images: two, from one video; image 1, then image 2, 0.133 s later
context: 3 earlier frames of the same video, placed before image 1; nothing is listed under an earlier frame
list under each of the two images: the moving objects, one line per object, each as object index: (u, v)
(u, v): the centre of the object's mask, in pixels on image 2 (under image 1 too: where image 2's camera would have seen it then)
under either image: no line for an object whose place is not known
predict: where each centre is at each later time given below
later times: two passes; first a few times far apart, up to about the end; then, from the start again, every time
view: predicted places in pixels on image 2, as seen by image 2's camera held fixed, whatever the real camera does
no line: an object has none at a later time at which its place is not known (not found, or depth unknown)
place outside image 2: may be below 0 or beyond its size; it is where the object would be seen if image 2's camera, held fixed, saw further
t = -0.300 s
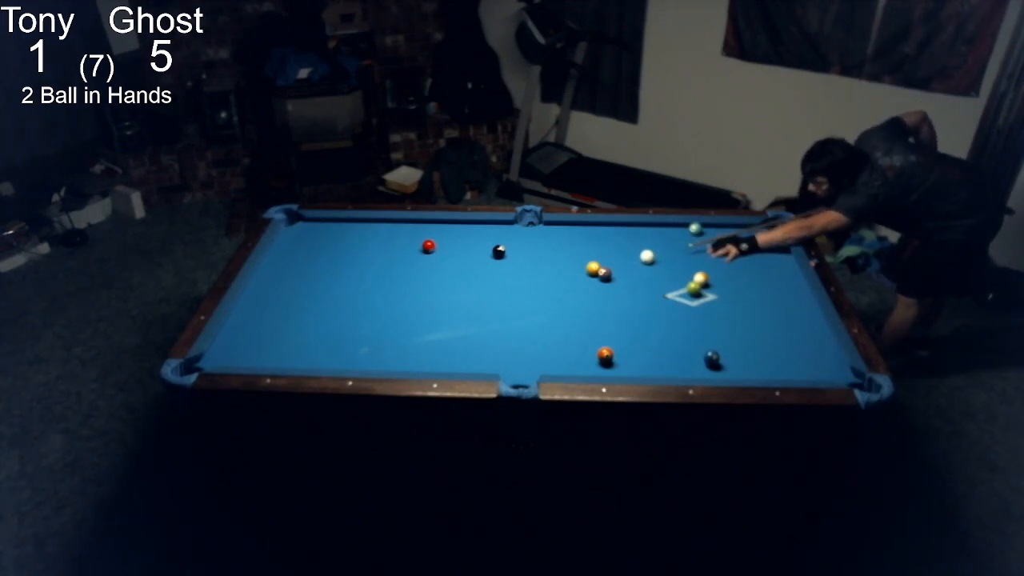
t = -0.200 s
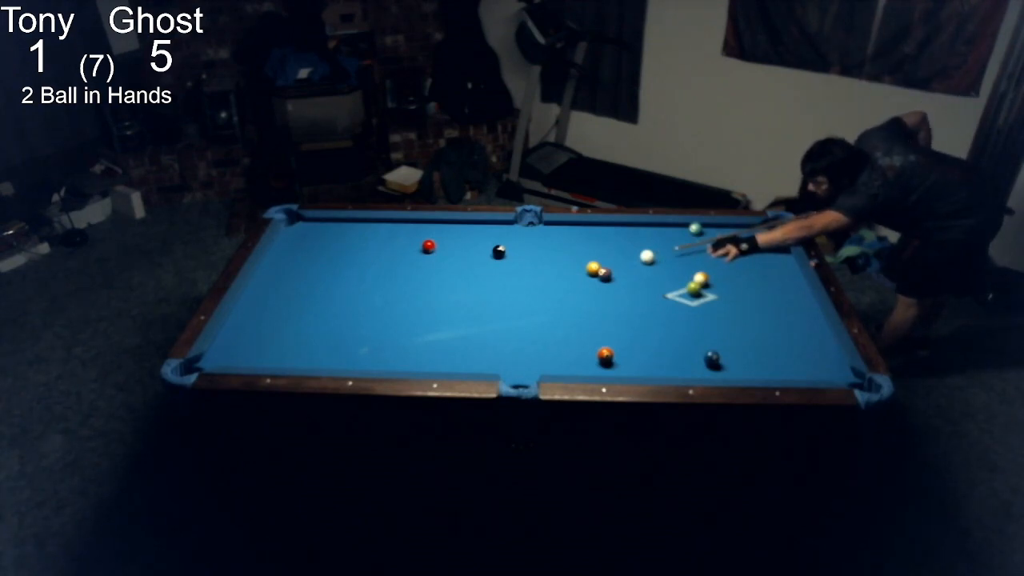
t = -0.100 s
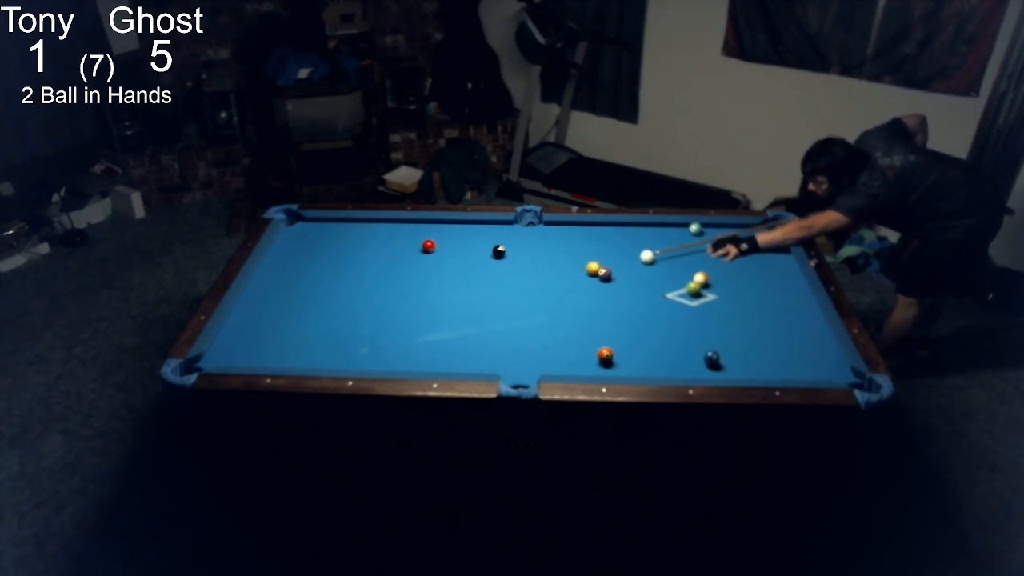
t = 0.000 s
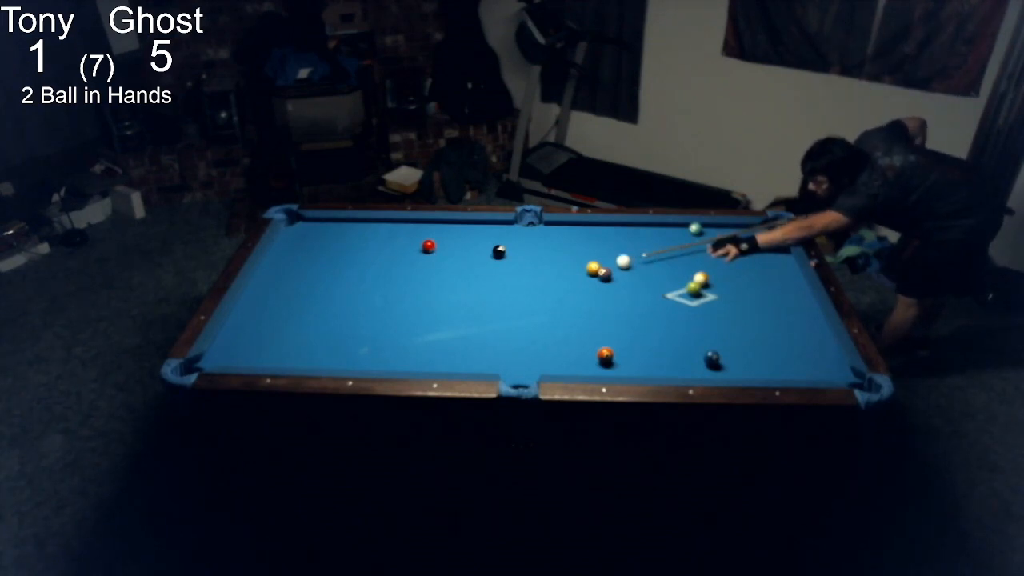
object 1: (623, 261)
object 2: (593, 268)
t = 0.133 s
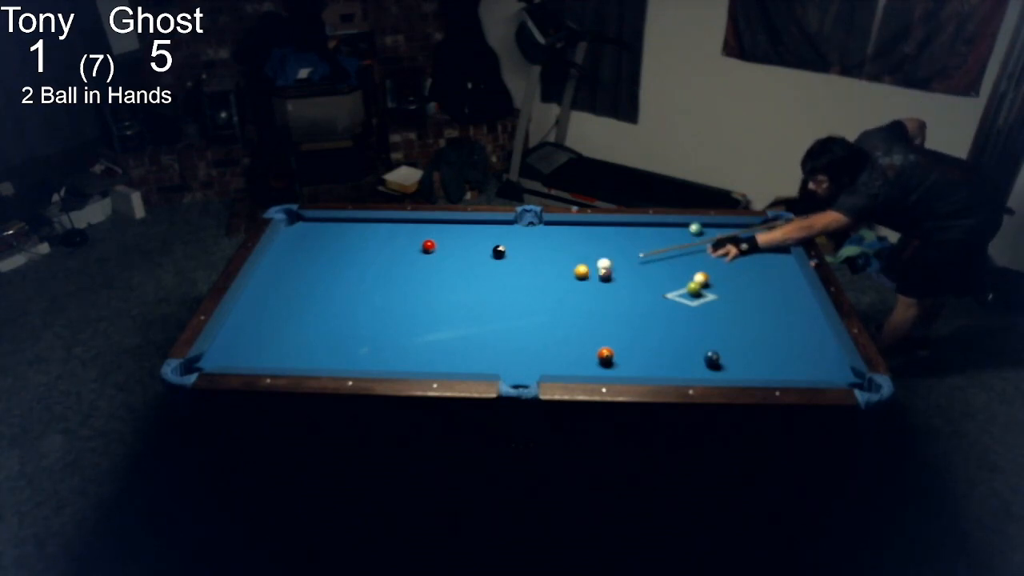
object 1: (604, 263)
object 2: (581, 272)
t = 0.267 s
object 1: (595, 265)
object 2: (560, 277)
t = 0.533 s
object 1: (581, 267)
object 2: (521, 288)
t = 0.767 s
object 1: (569, 268)
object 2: (486, 297)
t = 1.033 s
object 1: (556, 269)
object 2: (447, 307)
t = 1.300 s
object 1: (545, 270)
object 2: (407, 317)
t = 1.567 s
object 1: (535, 271)
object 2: (369, 327)
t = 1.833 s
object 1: (527, 271)
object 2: (330, 338)
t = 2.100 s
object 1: (520, 272)
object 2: (293, 347)
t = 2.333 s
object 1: (515, 272)
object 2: (261, 355)
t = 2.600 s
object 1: (511, 273)
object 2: (228, 360)
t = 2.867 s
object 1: (509, 273)
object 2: (211, 357)
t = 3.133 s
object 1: (508, 273)
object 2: (212, 359)
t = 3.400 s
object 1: (508, 273)
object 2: (216, 361)
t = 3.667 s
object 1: (508, 273)
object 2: (217, 361)
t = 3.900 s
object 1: (508, 273)
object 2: (217, 361)
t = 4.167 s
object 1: (508, 273)
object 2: (217, 361)
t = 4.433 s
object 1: (508, 273)
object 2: (217, 361)
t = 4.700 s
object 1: (508, 273)
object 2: (217, 361)
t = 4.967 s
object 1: (508, 273)
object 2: (217, 361)
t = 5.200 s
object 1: (508, 273)
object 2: (217, 361)
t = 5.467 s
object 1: (508, 273)
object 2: (217, 361)
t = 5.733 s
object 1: (508, 273)
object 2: (217, 361)
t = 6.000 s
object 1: (508, 273)
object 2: (217, 361)
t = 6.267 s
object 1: (508, 273)
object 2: (217, 361)
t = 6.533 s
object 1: (508, 273)
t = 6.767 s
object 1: (508, 273)
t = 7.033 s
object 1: (508, 273)
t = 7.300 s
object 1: (508, 273)
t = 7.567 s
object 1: (508, 273)
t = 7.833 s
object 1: (508, 273)
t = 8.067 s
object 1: (508, 273)
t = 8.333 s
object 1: (508, 273)
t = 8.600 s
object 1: (508, 273)
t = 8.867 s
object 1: (508, 273)
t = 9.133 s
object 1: (508, 273)
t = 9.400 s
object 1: (508, 273)
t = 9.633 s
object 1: (508, 273)
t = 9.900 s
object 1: (508, 273)
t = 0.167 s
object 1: (602, 263)
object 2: (575, 273)
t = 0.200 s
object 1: (599, 264)
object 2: (570, 275)
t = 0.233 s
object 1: (597, 265)
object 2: (565, 276)
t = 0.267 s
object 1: (595, 265)
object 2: (560, 277)
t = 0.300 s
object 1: (593, 266)
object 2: (555, 279)
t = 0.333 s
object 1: (592, 266)
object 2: (550, 280)
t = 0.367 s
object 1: (590, 266)
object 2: (545, 281)
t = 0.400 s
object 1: (588, 266)
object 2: (541, 283)
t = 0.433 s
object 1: (586, 266)
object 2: (535, 284)
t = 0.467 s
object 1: (585, 267)
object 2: (530, 285)
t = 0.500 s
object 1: (583, 267)
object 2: (525, 287)
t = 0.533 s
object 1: (581, 267)
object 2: (521, 288)
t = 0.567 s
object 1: (579, 267)
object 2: (515, 289)
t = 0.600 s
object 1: (577, 267)
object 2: (510, 290)
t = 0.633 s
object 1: (576, 267)
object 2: (506, 292)
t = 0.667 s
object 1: (574, 267)
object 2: (501, 293)
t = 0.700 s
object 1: (572, 268)
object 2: (496, 294)
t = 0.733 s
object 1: (570, 268)
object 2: (491, 296)
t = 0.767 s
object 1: (569, 268)
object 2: (486, 297)
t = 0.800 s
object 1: (567, 268)
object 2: (481, 298)
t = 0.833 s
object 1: (566, 268)
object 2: (476, 299)
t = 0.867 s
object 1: (564, 268)
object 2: (471, 300)
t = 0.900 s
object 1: (562, 268)
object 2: (466, 302)
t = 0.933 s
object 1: (561, 268)
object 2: (461, 303)
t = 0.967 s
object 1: (559, 269)
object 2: (456, 304)
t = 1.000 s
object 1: (558, 269)
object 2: (452, 305)
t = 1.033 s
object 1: (556, 269)
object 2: (447, 307)
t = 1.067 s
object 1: (555, 269)
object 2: (442, 308)
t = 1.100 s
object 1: (553, 269)
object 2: (437, 310)
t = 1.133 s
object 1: (552, 269)
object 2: (432, 311)
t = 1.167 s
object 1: (550, 269)
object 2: (427, 312)
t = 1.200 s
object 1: (549, 269)
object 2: (422, 313)
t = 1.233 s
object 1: (548, 269)
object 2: (417, 315)
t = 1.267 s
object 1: (546, 270)
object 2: (412, 316)
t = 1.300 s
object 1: (545, 270)
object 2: (407, 317)
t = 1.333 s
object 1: (544, 270)
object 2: (402, 318)
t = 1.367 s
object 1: (542, 270)
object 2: (397, 320)
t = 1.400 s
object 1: (541, 270)
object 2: (393, 321)
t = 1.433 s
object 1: (540, 270)
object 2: (388, 322)
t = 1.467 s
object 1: (539, 270)
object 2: (383, 324)
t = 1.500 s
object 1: (538, 270)
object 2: (378, 325)
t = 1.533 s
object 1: (537, 270)
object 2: (373, 326)
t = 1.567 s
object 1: (535, 271)
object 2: (369, 327)
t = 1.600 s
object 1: (534, 271)
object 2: (364, 329)
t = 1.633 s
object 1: (533, 271)
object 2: (359, 330)
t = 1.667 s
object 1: (532, 271)
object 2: (354, 331)
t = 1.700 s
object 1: (531, 271)
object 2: (349, 332)
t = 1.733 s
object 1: (530, 271)
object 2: (344, 334)
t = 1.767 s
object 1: (529, 271)
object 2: (339, 335)
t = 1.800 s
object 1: (528, 271)
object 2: (335, 336)
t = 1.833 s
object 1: (527, 271)
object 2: (330, 338)
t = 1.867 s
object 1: (526, 271)
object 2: (325, 339)
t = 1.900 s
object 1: (525, 271)
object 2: (320, 340)
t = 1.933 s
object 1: (524, 272)
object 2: (316, 341)
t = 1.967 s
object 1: (523, 272)
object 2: (311, 342)
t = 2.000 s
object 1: (523, 272)
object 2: (307, 344)
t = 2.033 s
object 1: (522, 272)
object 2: (302, 345)
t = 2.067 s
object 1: (521, 272)
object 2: (297, 346)
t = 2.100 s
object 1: (520, 272)
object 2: (293, 347)
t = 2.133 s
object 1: (519, 272)
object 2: (288, 348)
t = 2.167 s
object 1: (519, 272)
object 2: (283, 350)
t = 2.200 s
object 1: (518, 272)
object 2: (279, 351)
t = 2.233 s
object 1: (517, 272)
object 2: (274, 352)
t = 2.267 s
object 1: (517, 272)
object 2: (270, 353)
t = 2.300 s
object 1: (516, 272)
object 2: (265, 354)
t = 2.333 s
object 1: (515, 272)
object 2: (261, 355)
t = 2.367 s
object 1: (515, 272)
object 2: (257, 356)
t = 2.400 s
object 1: (514, 272)
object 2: (252, 357)
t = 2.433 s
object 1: (514, 273)
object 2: (249, 357)
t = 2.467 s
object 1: (513, 273)
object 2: (245, 358)
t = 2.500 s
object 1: (513, 273)
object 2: (240, 358)
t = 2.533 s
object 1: (512, 273)
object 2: (236, 359)
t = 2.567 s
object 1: (512, 273)
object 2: (232, 360)
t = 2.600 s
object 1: (511, 273)
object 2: (228, 360)
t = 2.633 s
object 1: (511, 273)
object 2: (225, 360)
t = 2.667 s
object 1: (510, 273)
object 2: (222, 360)
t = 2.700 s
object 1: (510, 273)
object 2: (220, 360)
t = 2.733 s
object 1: (510, 273)
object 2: (218, 359)
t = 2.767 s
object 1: (509, 273)
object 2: (216, 359)
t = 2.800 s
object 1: (509, 273)
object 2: (214, 358)
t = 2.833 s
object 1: (509, 273)
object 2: (213, 358)
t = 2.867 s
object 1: (509, 273)
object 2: (211, 357)
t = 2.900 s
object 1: (508, 273)
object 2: (209, 357)
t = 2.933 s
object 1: (508, 273)
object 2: (208, 357)
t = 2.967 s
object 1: (508, 273)
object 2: (209, 357)
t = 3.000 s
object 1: (508, 273)
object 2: (210, 358)
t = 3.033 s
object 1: (508, 273)
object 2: (211, 358)
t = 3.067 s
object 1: (508, 273)
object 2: (211, 358)
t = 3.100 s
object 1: (508, 273)
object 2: (211, 359)
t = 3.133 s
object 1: (508, 273)
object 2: (212, 359)
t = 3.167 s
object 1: (508, 273)
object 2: (212, 359)
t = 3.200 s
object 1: (508, 273)
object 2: (213, 360)
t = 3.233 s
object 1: (508, 273)
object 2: (213, 360)
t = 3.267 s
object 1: (508, 273)
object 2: (214, 360)
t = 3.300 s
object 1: (508, 273)
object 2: (215, 360)
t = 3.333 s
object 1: (508, 273)
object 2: (215, 361)
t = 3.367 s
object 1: (508, 273)
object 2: (215, 361)
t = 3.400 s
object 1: (508, 273)
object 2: (216, 361)
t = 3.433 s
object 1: (508, 273)
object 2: (216, 361)
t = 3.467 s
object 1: (508, 273)
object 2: (217, 362)
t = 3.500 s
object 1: (508, 273)
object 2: (217, 362)
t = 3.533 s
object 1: (508, 273)
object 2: (218, 362)
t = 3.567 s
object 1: (508, 273)
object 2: (218, 362)
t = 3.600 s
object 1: (508, 273)
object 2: (217, 362)
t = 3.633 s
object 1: (508, 273)
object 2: (217, 361)
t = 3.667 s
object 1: (508, 273)
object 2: (217, 361)
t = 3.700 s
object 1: (508, 273)
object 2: (217, 361)
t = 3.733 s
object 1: (508, 273)
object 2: (217, 361)
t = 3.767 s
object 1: (508, 273)
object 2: (217, 361)
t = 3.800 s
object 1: (508, 273)
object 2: (217, 361)
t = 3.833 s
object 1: (508, 273)
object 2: (217, 361)
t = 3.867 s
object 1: (508, 273)
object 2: (217, 361)
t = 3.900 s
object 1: (508, 273)
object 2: (217, 361)
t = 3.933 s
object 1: (508, 273)
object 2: (217, 361)
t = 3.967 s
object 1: (508, 273)
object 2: (217, 361)
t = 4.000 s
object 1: (508, 273)
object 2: (217, 361)
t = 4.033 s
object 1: (508, 273)
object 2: (217, 361)
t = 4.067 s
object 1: (508, 273)
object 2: (217, 361)
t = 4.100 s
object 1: (508, 273)
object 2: (217, 361)
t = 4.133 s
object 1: (508, 273)
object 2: (217, 361)
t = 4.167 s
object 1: (508, 273)
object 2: (217, 361)
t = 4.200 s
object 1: (508, 273)
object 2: (217, 361)
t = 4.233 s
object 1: (508, 273)
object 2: (217, 361)
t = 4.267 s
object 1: (508, 273)
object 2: (217, 361)
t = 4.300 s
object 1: (508, 273)
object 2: (217, 361)
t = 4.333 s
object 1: (508, 273)
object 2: (217, 361)
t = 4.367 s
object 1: (508, 273)
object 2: (217, 361)
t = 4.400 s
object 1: (508, 273)
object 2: (217, 361)
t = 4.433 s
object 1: (508, 273)
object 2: (217, 361)
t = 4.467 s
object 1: (508, 273)
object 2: (217, 361)
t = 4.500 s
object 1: (508, 273)
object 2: (217, 361)
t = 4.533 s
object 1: (508, 273)
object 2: (217, 361)
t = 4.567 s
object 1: (508, 273)
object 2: (217, 361)
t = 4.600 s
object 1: (508, 273)
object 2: (217, 361)
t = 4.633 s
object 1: (508, 273)
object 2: (217, 361)
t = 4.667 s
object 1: (508, 273)
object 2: (217, 361)
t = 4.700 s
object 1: (508, 273)
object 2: (217, 361)
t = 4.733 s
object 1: (508, 273)
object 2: (217, 361)
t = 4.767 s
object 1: (508, 273)
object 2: (217, 361)
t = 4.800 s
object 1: (508, 273)
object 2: (217, 361)
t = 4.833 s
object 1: (508, 273)
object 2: (217, 361)
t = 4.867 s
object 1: (508, 273)
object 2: (217, 361)
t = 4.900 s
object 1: (508, 273)
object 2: (217, 361)
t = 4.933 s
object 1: (508, 273)
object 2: (217, 361)
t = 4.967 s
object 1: (508, 273)
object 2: (217, 361)
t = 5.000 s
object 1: (508, 273)
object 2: (217, 361)
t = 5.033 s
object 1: (508, 273)
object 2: (217, 361)
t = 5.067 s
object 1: (508, 273)
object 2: (217, 361)
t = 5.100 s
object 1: (508, 273)
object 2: (217, 361)
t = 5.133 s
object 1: (508, 273)
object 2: (217, 361)
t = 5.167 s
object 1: (508, 273)
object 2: (217, 361)
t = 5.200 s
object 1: (508, 273)
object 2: (217, 361)
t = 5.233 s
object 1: (508, 273)
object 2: (217, 361)
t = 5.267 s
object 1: (508, 273)
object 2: (217, 361)
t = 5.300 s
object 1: (508, 273)
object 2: (217, 361)
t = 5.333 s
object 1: (508, 273)
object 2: (217, 361)
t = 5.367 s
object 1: (508, 273)
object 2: (217, 361)
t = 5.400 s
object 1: (508, 273)
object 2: (217, 361)
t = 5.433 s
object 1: (508, 273)
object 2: (217, 361)
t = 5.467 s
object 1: (508, 273)
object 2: (217, 361)
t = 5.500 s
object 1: (508, 273)
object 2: (217, 361)
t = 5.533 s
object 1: (508, 273)
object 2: (217, 361)
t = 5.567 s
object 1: (508, 273)
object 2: (217, 361)
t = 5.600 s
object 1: (508, 273)
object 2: (217, 361)
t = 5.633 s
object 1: (508, 273)
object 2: (217, 361)
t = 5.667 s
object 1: (508, 273)
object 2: (217, 361)
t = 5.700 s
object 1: (508, 273)
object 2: (217, 361)
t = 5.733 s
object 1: (508, 273)
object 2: (217, 361)
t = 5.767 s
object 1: (508, 273)
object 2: (217, 361)
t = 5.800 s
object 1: (508, 273)
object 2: (217, 361)
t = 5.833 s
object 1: (508, 273)
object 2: (217, 361)
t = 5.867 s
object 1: (508, 273)
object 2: (217, 361)
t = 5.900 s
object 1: (508, 273)
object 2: (217, 361)
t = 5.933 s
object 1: (508, 273)
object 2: (217, 361)
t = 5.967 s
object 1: (508, 273)
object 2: (217, 361)
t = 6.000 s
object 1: (508, 273)
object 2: (217, 361)
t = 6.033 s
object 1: (508, 273)
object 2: (217, 361)
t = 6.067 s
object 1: (508, 273)
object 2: (217, 361)
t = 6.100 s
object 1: (508, 273)
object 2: (217, 361)
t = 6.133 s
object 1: (508, 273)
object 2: (217, 361)
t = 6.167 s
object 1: (508, 273)
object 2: (217, 361)
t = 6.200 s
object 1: (508, 273)
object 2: (217, 361)
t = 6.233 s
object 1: (508, 273)
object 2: (217, 361)
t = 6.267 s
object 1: (508, 273)
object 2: (217, 361)
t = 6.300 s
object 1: (508, 273)
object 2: (217, 361)
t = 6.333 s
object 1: (508, 273)
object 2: (217, 361)
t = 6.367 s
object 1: (508, 273)
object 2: (217, 361)
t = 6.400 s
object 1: (508, 273)
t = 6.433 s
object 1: (508, 273)
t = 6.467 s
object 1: (508, 273)
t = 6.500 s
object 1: (508, 273)
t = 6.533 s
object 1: (508, 273)
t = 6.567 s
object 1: (508, 273)
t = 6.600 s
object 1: (508, 273)
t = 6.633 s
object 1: (508, 273)
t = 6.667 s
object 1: (508, 273)
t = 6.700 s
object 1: (508, 273)
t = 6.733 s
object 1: (508, 273)
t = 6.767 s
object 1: (508, 273)
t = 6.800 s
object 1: (508, 273)
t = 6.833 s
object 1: (508, 273)
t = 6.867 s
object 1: (508, 273)
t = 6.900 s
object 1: (508, 273)
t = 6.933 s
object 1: (508, 273)
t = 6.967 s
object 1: (508, 273)
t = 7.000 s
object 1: (508, 273)
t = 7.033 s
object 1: (508, 273)
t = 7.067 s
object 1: (508, 273)
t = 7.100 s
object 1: (508, 273)
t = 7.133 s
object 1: (508, 273)
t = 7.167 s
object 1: (508, 273)
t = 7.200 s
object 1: (508, 273)
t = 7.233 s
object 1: (508, 273)
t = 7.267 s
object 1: (508, 273)
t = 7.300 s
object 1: (508, 273)
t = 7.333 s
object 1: (508, 273)
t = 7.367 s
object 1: (508, 273)
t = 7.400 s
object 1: (508, 273)
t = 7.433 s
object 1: (508, 273)
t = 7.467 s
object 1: (508, 273)
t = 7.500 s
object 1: (508, 273)
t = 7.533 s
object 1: (508, 273)
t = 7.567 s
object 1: (508, 273)
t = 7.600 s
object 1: (508, 273)
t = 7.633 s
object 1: (508, 273)
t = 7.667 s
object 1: (508, 273)
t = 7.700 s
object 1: (508, 273)
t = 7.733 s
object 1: (508, 273)
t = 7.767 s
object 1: (508, 273)
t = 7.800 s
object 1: (508, 273)
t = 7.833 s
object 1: (508, 273)
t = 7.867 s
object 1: (508, 273)
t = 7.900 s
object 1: (508, 273)
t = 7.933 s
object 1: (508, 273)
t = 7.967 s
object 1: (508, 273)
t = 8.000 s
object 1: (508, 273)
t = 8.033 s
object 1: (508, 273)
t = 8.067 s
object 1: (508, 273)
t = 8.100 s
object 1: (508, 273)
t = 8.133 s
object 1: (508, 273)
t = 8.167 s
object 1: (508, 273)
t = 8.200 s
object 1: (508, 273)
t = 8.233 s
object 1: (508, 273)
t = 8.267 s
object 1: (508, 273)
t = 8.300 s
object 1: (508, 273)
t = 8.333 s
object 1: (508, 273)
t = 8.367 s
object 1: (508, 273)
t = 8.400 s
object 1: (508, 273)
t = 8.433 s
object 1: (508, 273)
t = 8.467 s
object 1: (508, 273)
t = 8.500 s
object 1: (508, 273)
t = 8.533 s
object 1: (508, 273)
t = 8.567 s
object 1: (508, 273)
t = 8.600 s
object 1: (508, 273)
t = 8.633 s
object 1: (508, 273)
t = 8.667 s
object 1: (508, 273)
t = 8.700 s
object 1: (508, 273)
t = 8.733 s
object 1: (508, 273)
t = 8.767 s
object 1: (508, 273)
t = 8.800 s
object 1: (508, 273)
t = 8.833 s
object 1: (508, 273)
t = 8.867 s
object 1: (508, 273)
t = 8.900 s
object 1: (508, 273)
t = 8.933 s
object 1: (508, 273)
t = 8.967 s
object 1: (508, 273)
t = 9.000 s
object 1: (508, 273)
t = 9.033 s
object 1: (508, 273)
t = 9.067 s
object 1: (508, 273)
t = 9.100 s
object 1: (508, 273)
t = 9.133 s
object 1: (508, 273)
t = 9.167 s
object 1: (508, 273)
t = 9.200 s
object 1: (508, 273)
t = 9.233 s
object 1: (508, 273)
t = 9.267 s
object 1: (508, 273)
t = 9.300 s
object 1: (508, 273)
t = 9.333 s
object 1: (508, 273)
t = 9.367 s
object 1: (508, 273)
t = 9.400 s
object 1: (508, 273)
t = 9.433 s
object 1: (508, 273)
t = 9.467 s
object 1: (508, 273)
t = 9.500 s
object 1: (508, 273)
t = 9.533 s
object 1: (508, 273)
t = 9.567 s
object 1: (508, 273)
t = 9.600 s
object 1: (508, 273)
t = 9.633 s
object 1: (508, 273)
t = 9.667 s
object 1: (508, 273)
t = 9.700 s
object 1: (508, 273)
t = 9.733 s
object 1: (508, 273)
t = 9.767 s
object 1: (508, 273)
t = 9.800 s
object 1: (508, 273)
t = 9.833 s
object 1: (508, 273)
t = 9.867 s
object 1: (508, 273)
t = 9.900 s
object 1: (508, 273)
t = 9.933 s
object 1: (508, 273)
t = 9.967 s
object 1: (508, 273)
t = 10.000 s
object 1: (508, 273)
